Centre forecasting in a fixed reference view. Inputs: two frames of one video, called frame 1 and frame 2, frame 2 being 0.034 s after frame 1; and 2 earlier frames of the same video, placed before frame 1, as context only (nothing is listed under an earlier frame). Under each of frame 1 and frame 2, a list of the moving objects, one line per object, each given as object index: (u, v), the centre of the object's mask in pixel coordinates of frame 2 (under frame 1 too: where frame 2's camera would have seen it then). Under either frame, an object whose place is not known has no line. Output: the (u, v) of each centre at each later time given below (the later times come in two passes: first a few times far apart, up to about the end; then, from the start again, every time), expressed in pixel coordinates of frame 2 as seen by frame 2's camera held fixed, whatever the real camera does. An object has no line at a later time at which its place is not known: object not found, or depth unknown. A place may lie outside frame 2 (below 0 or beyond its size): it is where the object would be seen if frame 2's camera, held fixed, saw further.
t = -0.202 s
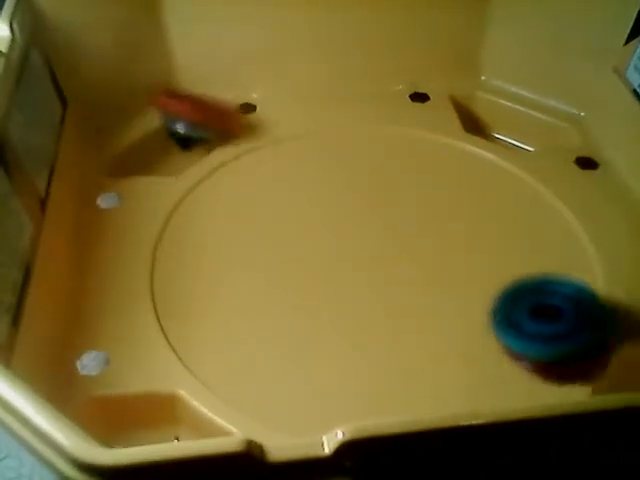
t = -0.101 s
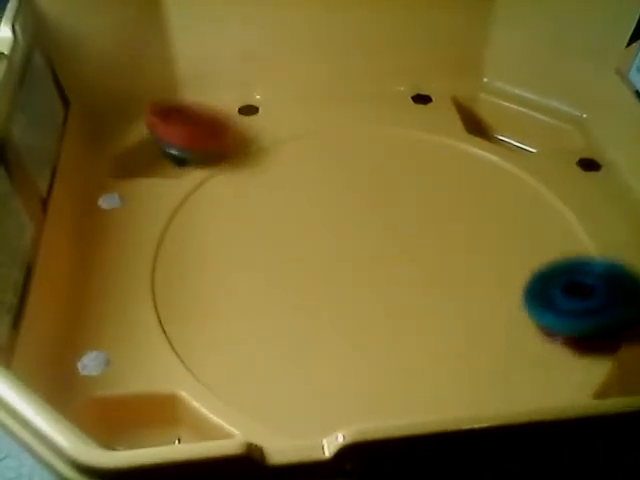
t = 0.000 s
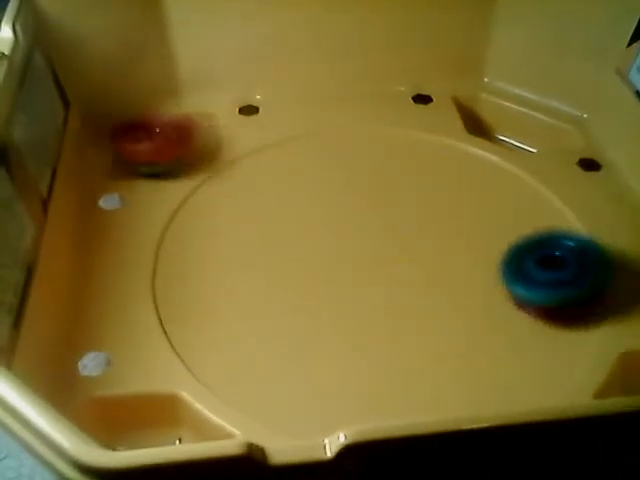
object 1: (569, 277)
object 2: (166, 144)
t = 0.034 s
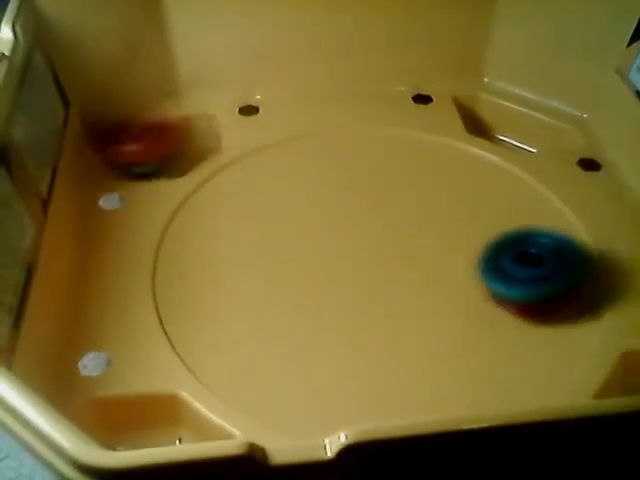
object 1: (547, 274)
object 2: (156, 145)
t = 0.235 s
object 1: (393, 317)
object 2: (194, 119)
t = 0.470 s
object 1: (365, 391)
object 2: (153, 151)
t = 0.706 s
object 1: (446, 330)
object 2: (153, 151)
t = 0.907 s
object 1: (308, 258)
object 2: (153, 151)
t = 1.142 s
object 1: (179, 275)
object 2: (154, 151)
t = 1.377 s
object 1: (332, 298)
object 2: (154, 151)
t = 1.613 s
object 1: (355, 201)
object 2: (153, 151)
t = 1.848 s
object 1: (306, 150)
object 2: (153, 150)
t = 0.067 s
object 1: (522, 274)
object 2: (152, 144)
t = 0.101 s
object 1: (490, 278)
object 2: (155, 146)
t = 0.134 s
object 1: (463, 284)
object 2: (176, 143)
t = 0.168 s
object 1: (435, 293)
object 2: (185, 133)
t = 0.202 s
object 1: (412, 305)
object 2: (191, 121)
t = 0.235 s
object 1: (393, 317)
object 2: (194, 119)
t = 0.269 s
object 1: (378, 329)
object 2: (192, 125)
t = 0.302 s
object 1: (351, 330)
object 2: (179, 136)
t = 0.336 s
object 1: (343, 346)
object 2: (169, 144)
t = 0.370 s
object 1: (355, 373)
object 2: (164, 144)
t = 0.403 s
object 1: (352, 382)
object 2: (155, 149)
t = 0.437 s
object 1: (355, 388)
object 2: (153, 151)
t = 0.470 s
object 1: (365, 391)
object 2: (153, 151)
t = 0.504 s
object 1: (383, 392)
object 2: (153, 151)
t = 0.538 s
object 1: (406, 390)
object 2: (153, 151)
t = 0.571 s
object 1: (433, 386)
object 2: (154, 151)
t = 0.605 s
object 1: (454, 378)
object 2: (153, 151)
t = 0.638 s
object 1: (464, 367)
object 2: (153, 151)
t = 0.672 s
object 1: (461, 351)
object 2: (153, 151)
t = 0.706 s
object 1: (446, 330)
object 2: (153, 151)
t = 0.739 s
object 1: (426, 310)
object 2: (153, 151)
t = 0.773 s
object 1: (403, 293)
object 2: (153, 151)
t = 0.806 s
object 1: (378, 278)
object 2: (153, 151)
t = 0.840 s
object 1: (355, 268)
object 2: (153, 151)
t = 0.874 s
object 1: (331, 261)
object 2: (153, 151)
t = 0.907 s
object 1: (308, 258)
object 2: (153, 151)
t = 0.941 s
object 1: (285, 257)
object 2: (153, 151)
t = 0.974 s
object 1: (262, 258)
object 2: (153, 151)
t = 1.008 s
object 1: (243, 261)
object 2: (153, 151)
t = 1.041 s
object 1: (224, 265)
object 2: (153, 151)
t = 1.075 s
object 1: (209, 269)
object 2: (153, 151)
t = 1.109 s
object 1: (190, 270)
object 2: (153, 150)
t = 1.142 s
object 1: (179, 275)
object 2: (154, 151)
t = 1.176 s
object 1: (183, 288)
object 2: (154, 150)
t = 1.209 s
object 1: (198, 302)
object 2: (154, 150)
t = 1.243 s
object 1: (217, 311)
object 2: (154, 150)
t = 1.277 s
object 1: (244, 312)
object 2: (154, 150)
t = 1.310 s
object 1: (270, 310)
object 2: (154, 150)
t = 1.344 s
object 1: (306, 306)
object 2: (154, 150)
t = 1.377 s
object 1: (332, 298)
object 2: (154, 151)
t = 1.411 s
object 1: (349, 284)
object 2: (153, 151)
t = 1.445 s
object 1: (359, 267)
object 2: (153, 151)
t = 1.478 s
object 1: (365, 251)
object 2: (153, 151)
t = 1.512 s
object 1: (367, 237)
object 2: (153, 151)
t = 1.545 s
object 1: (365, 224)
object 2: (153, 151)
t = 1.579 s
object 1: (362, 212)
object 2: (153, 151)
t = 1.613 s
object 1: (355, 201)
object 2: (153, 151)
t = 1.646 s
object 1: (349, 190)
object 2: (153, 151)
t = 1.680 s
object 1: (343, 179)
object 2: (153, 151)
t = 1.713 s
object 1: (337, 172)
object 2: (153, 150)
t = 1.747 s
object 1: (330, 164)
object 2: (153, 150)
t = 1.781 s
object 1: (323, 157)
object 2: (153, 150)
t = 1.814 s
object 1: (315, 152)
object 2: (153, 150)
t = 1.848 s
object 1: (306, 150)
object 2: (153, 150)
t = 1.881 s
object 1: (298, 151)
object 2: (153, 150)
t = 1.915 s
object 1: (293, 155)
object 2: (153, 150)
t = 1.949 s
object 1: (290, 162)
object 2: (153, 150)
